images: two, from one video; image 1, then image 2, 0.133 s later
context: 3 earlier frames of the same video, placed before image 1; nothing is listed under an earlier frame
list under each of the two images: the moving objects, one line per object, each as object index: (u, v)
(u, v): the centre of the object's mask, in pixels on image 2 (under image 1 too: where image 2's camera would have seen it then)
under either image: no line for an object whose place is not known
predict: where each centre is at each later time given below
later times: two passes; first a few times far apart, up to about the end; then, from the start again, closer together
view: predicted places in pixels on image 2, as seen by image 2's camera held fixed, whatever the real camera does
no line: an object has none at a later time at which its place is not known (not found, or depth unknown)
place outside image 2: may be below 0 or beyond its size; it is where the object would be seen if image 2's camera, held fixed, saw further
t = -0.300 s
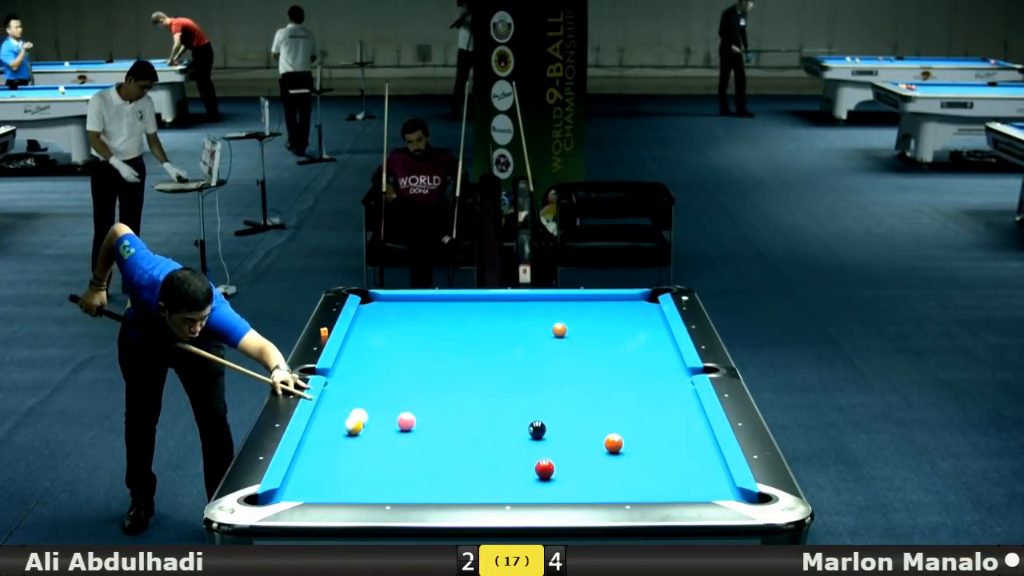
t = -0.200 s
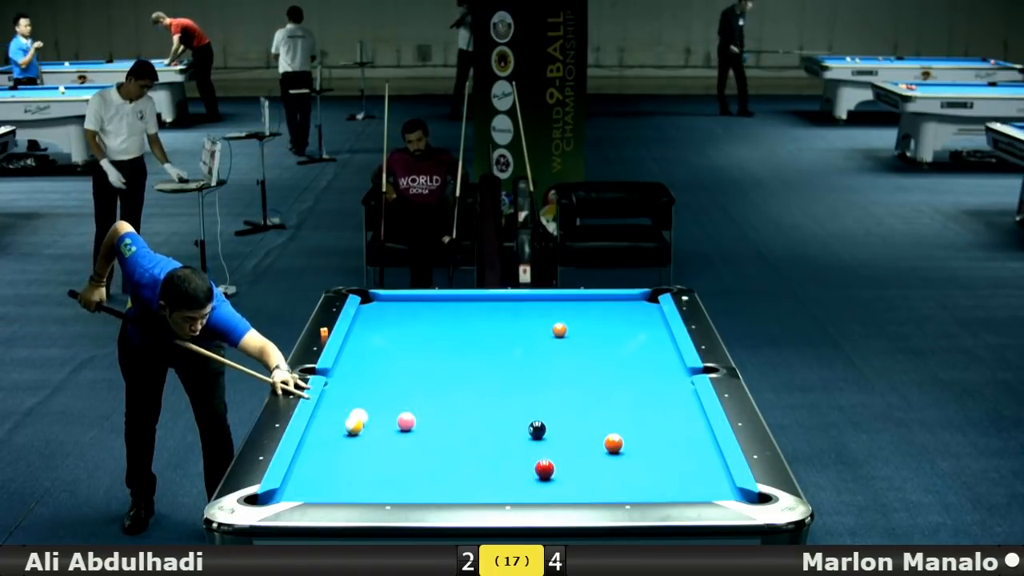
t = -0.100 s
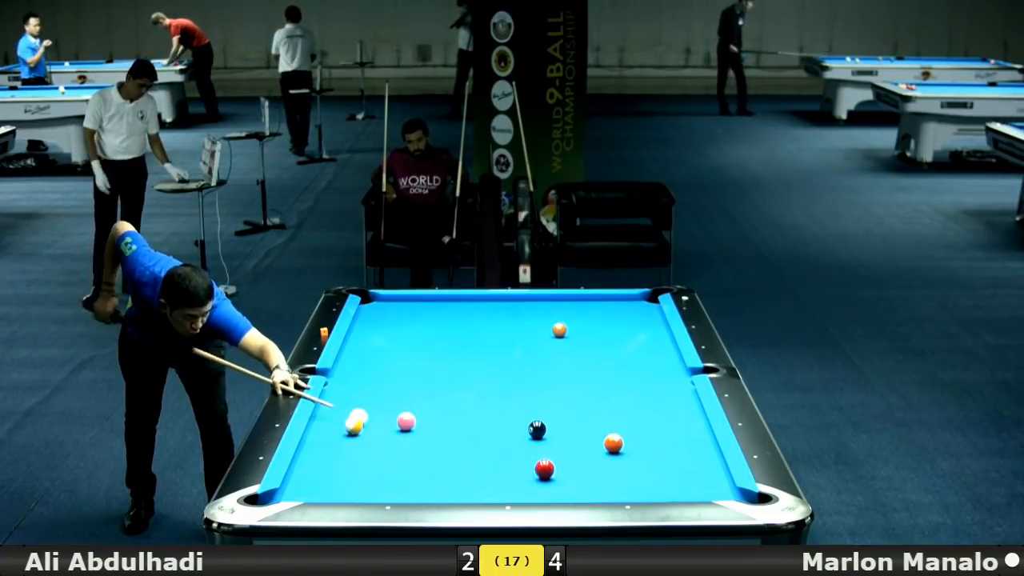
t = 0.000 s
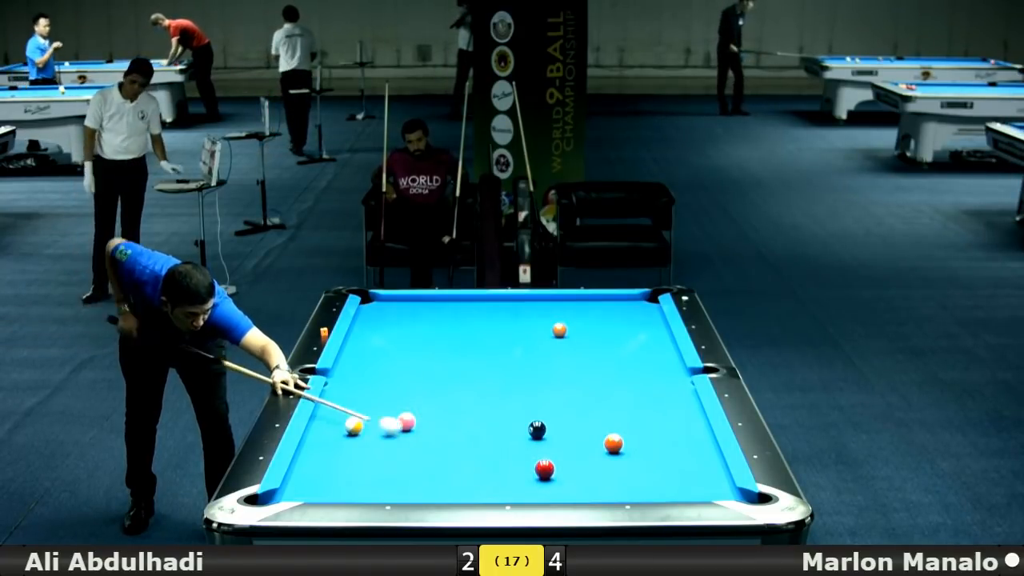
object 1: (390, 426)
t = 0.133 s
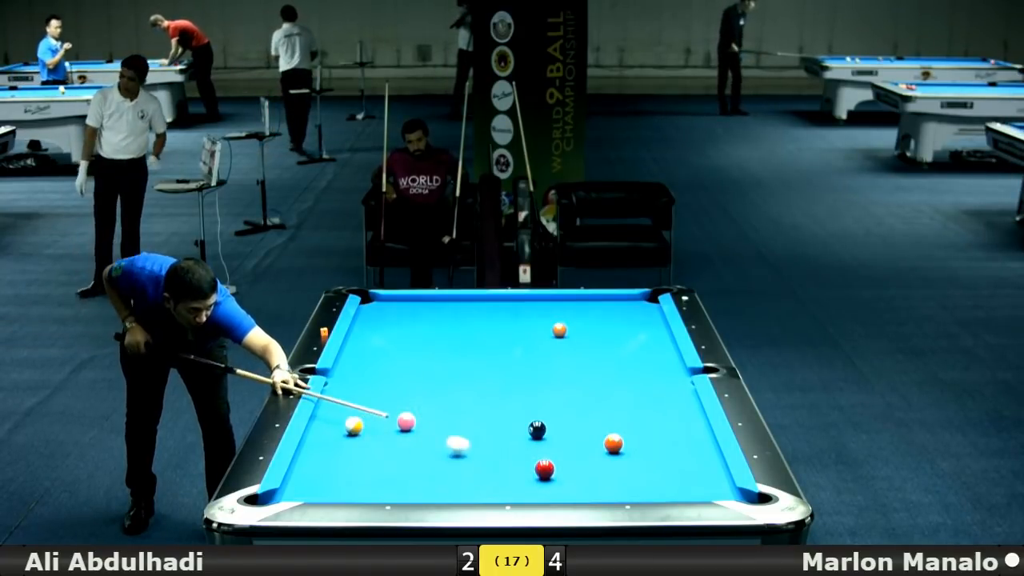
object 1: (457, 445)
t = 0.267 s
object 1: (526, 467)
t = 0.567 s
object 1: (533, 489)
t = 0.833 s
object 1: (534, 486)
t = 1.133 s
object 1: (528, 474)
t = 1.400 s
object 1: (524, 463)
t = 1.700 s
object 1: (519, 453)
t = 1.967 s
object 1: (516, 445)
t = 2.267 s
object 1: (513, 437)
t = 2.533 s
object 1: (510, 430)
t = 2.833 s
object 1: (507, 424)
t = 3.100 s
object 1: (505, 419)
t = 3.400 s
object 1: (503, 414)
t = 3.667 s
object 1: (501, 411)
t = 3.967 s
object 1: (500, 408)
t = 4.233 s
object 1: (498, 405)
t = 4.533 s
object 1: (496, 404)
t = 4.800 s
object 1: (494, 402)
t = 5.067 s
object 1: (492, 402)
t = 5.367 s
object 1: (491, 402)
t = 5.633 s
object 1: (491, 402)
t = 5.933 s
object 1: (491, 402)
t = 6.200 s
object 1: (492, 402)
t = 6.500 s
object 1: (492, 402)
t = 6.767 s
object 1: (492, 402)
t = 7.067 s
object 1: (492, 402)
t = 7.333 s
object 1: (492, 402)
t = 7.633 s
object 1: (492, 402)
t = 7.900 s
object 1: (492, 402)
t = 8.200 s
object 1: (492, 402)
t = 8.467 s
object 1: (492, 402)
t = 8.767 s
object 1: (492, 402)
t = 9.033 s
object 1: (492, 402)
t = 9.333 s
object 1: (492, 402)
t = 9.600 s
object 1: (492, 402)
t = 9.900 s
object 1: (492, 402)
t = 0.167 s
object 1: (479, 451)
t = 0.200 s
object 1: (501, 457)
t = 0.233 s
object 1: (513, 460)
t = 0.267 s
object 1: (526, 467)
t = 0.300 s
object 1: (523, 469)
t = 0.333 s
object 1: (522, 471)
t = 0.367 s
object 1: (521, 474)
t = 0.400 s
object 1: (521, 477)
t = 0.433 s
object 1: (522, 479)
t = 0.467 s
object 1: (525, 482)
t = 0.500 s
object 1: (528, 485)
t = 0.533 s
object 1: (530, 486)
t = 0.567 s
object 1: (533, 489)
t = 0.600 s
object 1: (536, 491)
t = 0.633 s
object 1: (538, 492)
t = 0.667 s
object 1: (538, 492)
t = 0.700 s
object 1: (537, 490)
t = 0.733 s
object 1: (536, 490)
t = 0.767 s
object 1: (535, 488)
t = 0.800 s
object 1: (535, 487)
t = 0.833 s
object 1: (534, 486)
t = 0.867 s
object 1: (534, 486)
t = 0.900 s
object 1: (533, 484)
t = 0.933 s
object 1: (532, 483)
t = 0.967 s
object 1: (531, 481)
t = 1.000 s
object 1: (531, 480)
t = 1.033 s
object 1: (530, 479)
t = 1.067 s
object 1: (530, 477)
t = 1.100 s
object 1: (529, 475)
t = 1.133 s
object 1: (528, 474)
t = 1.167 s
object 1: (528, 473)
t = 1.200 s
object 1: (527, 471)
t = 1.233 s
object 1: (527, 470)
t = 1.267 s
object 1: (526, 469)
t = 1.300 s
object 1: (525, 467)
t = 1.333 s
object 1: (525, 466)
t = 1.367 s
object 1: (524, 465)
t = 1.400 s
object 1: (524, 463)
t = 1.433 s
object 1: (523, 462)
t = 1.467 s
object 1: (523, 461)
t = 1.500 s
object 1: (522, 460)
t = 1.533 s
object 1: (522, 459)
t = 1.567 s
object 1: (521, 458)
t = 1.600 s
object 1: (521, 456)
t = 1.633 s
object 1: (521, 456)
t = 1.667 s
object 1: (520, 454)
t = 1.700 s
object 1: (519, 453)
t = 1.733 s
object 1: (519, 452)
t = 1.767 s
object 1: (518, 451)
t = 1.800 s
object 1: (518, 450)
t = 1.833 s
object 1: (518, 449)
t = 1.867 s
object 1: (517, 448)
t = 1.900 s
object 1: (517, 447)
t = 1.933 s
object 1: (516, 446)
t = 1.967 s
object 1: (516, 445)
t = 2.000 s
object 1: (515, 444)
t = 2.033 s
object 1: (515, 443)
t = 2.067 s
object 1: (515, 442)
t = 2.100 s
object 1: (514, 441)
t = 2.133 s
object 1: (514, 440)
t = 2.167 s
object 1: (514, 439)
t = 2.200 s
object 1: (513, 438)
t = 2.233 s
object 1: (513, 438)
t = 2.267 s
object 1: (513, 437)
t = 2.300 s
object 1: (512, 436)
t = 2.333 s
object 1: (512, 435)
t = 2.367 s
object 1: (512, 434)
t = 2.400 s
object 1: (511, 433)
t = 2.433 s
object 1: (511, 433)
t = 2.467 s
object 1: (511, 432)
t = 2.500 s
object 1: (511, 431)
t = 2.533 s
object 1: (510, 430)
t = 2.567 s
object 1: (510, 429)
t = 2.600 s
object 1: (509, 429)
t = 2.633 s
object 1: (509, 428)
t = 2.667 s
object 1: (509, 427)
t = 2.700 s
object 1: (508, 427)
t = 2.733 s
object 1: (508, 426)
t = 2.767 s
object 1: (508, 425)
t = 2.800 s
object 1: (507, 425)
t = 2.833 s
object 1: (507, 424)
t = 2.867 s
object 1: (507, 423)
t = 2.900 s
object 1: (506, 423)
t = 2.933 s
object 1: (506, 422)
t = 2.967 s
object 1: (506, 421)
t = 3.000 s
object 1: (506, 421)
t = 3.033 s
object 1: (505, 420)
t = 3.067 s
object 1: (505, 420)
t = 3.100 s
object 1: (505, 419)
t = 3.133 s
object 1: (504, 419)
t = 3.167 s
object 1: (504, 418)
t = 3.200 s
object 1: (504, 417)
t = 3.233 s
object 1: (504, 417)
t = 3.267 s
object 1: (503, 416)
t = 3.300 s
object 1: (503, 416)
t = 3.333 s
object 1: (503, 415)
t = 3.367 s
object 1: (503, 415)
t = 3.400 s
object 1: (503, 414)
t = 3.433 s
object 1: (502, 414)
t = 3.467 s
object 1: (502, 414)
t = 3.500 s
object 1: (502, 413)
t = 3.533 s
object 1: (502, 413)
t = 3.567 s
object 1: (501, 412)
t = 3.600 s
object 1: (501, 412)
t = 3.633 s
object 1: (501, 411)
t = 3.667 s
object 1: (501, 411)
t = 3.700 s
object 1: (501, 411)
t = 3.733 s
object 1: (501, 410)
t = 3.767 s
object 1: (501, 410)
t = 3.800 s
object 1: (500, 409)
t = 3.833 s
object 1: (500, 409)
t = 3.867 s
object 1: (500, 409)
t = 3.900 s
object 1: (500, 408)
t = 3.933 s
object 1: (500, 408)
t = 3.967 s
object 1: (500, 408)
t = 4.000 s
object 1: (499, 407)
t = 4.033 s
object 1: (499, 407)
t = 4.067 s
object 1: (499, 407)
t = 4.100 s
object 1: (499, 406)
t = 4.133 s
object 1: (499, 406)
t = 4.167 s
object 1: (498, 406)
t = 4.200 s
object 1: (498, 406)
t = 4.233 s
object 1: (498, 405)
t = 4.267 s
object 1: (498, 405)
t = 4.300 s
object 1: (498, 405)
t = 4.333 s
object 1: (497, 405)
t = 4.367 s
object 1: (497, 404)
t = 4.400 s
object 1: (497, 404)
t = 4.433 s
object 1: (497, 404)
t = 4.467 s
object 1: (496, 404)
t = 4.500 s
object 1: (496, 404)
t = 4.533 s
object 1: (496, 404)
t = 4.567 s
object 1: (495, 403)
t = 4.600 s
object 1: (495, 403)
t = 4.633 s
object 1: (495, 403)
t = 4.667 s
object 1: (495, 403)
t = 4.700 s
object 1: (495, 403)
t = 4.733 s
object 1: (495, 403)
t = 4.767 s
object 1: (494, 403)
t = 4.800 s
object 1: (494, 402)
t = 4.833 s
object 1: (494, 402)
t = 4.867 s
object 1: (494, 402)
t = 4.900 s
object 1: (493, 402)
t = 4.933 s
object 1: (493, 402)
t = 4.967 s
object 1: (493, 402)
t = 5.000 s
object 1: (493, 402)
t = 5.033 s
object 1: (493, 402)
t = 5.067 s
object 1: (492, 402)
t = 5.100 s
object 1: (492, 402)
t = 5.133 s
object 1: (492, 402)
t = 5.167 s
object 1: (492, 402)
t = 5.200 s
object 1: (492, 402)
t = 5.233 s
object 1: (492, 402)
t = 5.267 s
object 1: (492, 401)
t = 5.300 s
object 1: (492, 401)
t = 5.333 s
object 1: (492, 401)
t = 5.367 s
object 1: (491, 402)
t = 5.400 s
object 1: (491, 402)
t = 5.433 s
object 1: (491, 402)
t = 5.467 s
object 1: (491, 402)
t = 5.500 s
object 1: (491, 402)
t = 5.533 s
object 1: (491, 402)
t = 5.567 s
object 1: (491, 402)
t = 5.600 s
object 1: (491, 402)
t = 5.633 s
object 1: (491, 402)
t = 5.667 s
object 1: (491, 402)
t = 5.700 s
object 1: (491, 402)
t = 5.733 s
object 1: (492, 402)
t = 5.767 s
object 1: (492, 402)
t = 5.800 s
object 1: (492, 402)
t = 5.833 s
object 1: (492, 402)
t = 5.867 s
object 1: (492, 402)
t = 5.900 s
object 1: (491, 402)
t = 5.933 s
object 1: (491, 402)
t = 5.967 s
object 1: (491, 402)
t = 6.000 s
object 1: (491, 402)
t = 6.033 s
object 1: (491, 402)
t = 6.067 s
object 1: (491, 402)
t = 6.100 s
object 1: (491, 402)
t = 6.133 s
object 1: (491, 402)
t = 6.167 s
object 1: (491, 402)
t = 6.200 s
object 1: (492, 402)
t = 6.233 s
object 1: (492, 402)
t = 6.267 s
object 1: (492, 402)
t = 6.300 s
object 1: (492, 402)
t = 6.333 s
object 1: (492, 402)
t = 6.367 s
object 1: (492, 402)
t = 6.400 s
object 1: (492, 402)
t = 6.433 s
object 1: (492, 402)
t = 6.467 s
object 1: (492, 402)
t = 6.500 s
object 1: (492, 402)
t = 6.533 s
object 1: (492, 402)
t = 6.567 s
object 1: (492, 402)
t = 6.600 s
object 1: (492, 402)
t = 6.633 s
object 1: (491, 402)
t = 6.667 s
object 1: (492, 402)
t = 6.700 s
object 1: (492, 402)
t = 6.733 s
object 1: (492, 402)
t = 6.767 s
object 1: (492, 402)
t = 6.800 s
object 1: (492, 402)
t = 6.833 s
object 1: (492, 402)
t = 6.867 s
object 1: (492, 402)
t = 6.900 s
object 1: (491, 402)
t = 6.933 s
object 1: (492, 402)
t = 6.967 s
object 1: (492, 402)
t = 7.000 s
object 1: (492, 402)
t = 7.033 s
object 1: (492, 402)
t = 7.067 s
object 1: (492, 402)
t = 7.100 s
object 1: (492, 402)
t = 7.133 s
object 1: (492, 402)
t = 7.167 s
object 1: (492, 402)
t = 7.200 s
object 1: (492, 402)
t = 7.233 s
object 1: (492, 402)
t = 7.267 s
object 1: (492, 402)
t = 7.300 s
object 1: (492, 402)
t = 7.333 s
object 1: (492, 402)
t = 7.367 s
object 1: (492, 402)
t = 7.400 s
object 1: (492, 402)
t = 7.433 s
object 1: (492, 402)
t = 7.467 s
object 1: (492, 402)
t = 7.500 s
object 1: (492, 402)
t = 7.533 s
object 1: (492, 402)
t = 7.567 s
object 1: (492, 402)
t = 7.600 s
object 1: (492, 402)
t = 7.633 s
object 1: (492, 402)
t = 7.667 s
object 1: (492, 402)
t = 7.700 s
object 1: (492, 402)
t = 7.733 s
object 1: (492, 402)
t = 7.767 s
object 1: (492, 402)
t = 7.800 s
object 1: (492, 402)
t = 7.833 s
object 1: (492, 402)
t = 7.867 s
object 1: (492, 402)
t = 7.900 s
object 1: (492, 402)
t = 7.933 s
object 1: (492, 402)
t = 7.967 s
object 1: (492, 402)
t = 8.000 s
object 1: (492, 402)
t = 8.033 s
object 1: (492, 402)
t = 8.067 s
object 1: (492, 402)
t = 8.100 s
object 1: (492, 402)
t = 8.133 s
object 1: (492, 402)
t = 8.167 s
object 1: (492, 402)
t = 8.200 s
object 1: (492, 402)
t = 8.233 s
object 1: (492, 402)
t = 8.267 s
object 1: (492, 402)
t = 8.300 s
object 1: (492, 402)
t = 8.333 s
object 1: (492, 402)
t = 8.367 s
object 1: (492, 402)
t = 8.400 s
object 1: (492, 402)
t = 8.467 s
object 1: (492, 402)
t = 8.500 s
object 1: (492, 401)
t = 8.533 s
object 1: (492, 401)
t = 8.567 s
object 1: (492, 402)
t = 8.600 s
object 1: (492, 402)
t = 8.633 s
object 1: (492, 402)
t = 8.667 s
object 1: (492, 402)
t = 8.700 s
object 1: (492, 402)
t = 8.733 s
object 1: (492, 402)
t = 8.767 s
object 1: (492, 402)
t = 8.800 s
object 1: (492, 402)
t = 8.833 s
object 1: (492, 402)
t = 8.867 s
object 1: (492, 402)
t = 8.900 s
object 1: (492, 402)
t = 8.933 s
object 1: (492, 402)
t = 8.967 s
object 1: (492, 402)
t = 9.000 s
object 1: (492, 402)
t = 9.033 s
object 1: (492, 402)
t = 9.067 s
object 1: (492, 402)
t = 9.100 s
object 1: (492, 402)
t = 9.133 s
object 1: (492, 402)
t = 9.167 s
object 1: (492, 402)
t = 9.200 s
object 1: (492, 402)
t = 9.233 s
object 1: (492, 402)
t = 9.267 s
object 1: (492, 402)
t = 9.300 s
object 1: (492, 402)
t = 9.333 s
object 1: (492, 402)
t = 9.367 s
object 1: (492, 402)
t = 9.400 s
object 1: (492, 402)
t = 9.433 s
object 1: (492, 402)
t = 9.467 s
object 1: (492, 402)
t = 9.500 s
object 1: (492, 402)
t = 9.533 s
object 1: (492, 402)
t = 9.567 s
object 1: (492, 402)
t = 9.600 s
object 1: (492, 402)
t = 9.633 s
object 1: (492, 402)
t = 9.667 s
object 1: (491, 402)
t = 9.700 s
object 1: (491, 402)
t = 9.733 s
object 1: (491, 402)
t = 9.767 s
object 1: (491, 402)
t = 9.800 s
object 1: (492, 402)
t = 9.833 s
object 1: (491, 402)
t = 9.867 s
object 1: (492, 402)
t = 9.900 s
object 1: (492, 402)
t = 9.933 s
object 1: (491, 402)
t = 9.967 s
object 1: (491, 402)
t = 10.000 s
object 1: (491, 402)
